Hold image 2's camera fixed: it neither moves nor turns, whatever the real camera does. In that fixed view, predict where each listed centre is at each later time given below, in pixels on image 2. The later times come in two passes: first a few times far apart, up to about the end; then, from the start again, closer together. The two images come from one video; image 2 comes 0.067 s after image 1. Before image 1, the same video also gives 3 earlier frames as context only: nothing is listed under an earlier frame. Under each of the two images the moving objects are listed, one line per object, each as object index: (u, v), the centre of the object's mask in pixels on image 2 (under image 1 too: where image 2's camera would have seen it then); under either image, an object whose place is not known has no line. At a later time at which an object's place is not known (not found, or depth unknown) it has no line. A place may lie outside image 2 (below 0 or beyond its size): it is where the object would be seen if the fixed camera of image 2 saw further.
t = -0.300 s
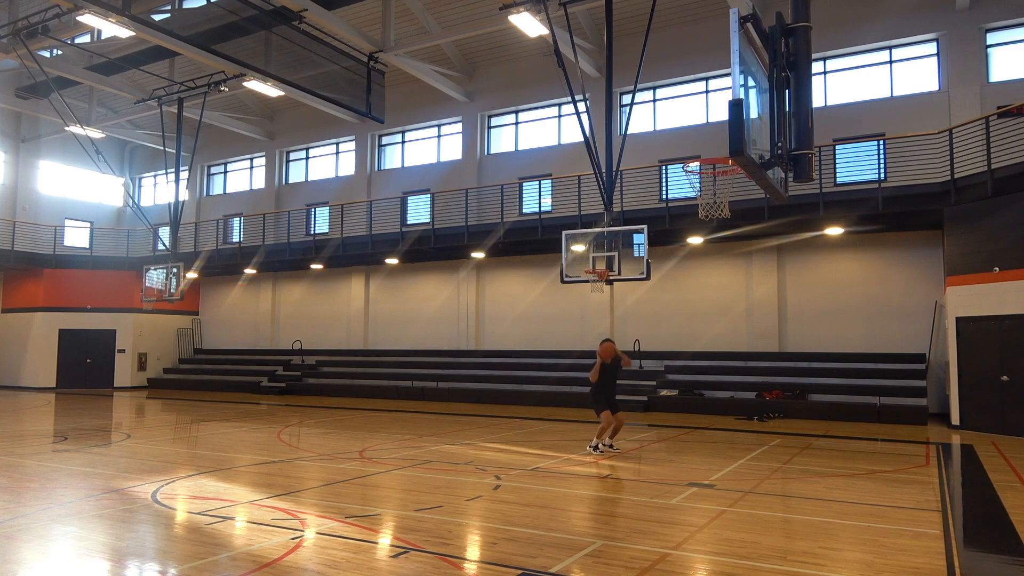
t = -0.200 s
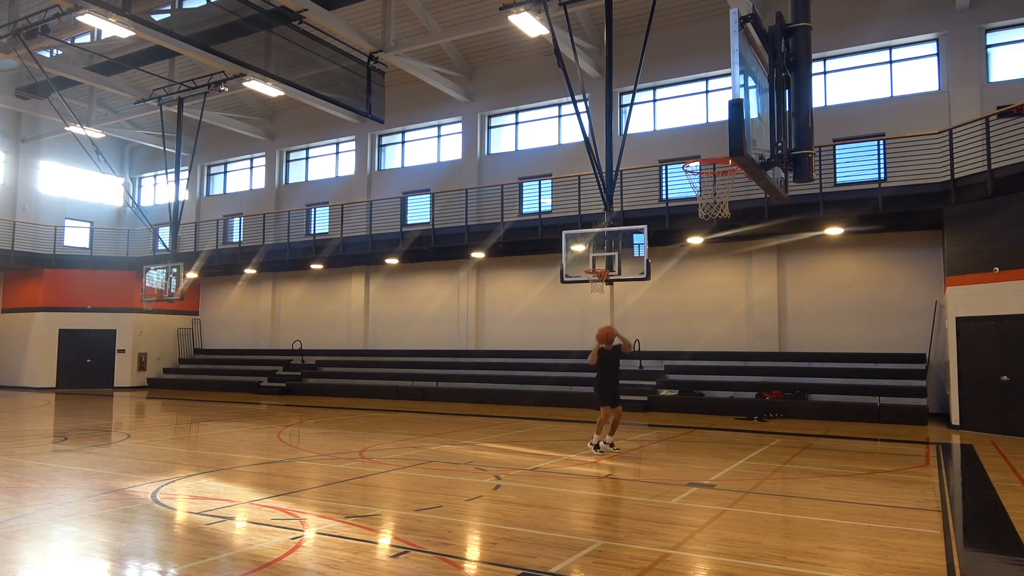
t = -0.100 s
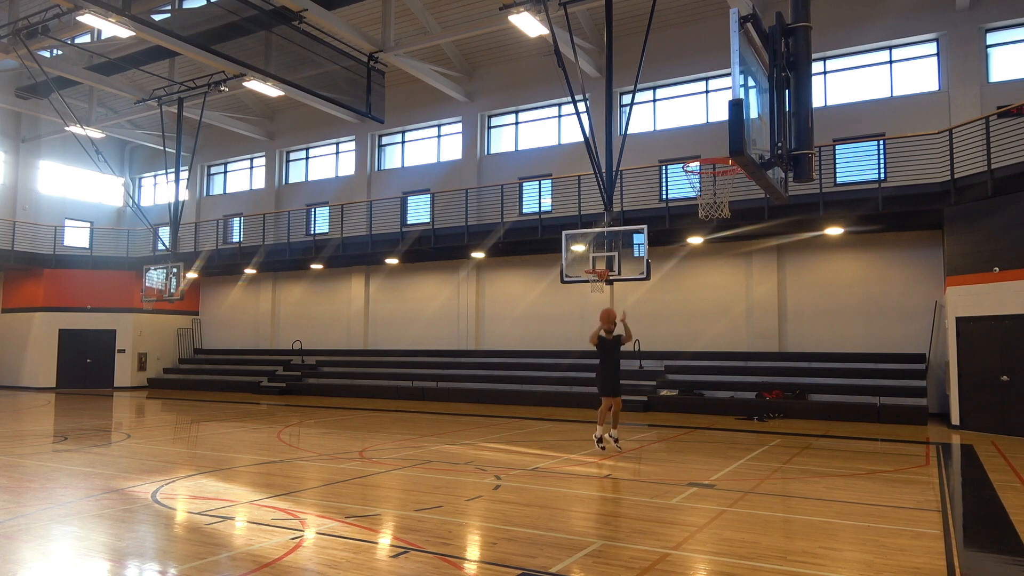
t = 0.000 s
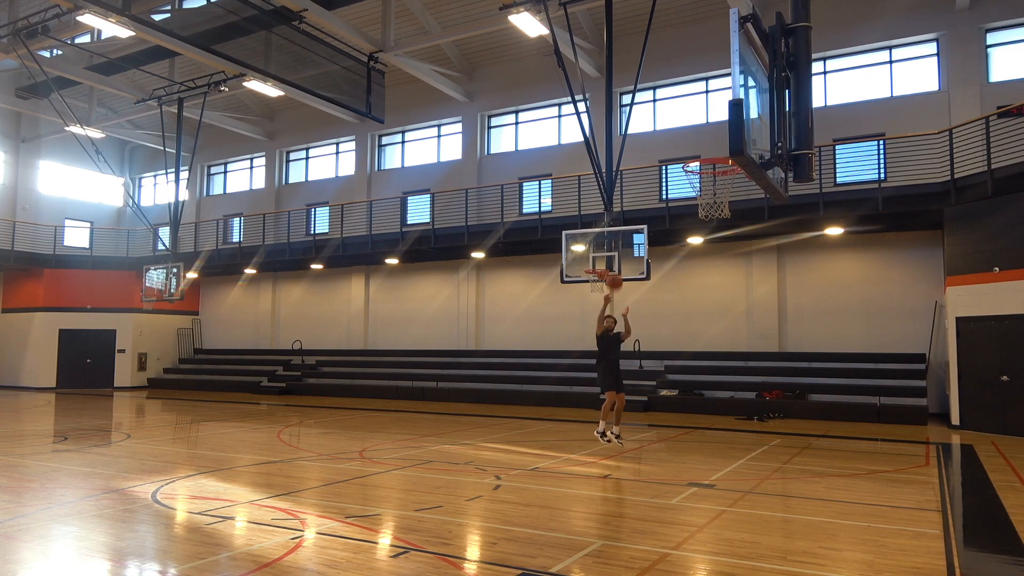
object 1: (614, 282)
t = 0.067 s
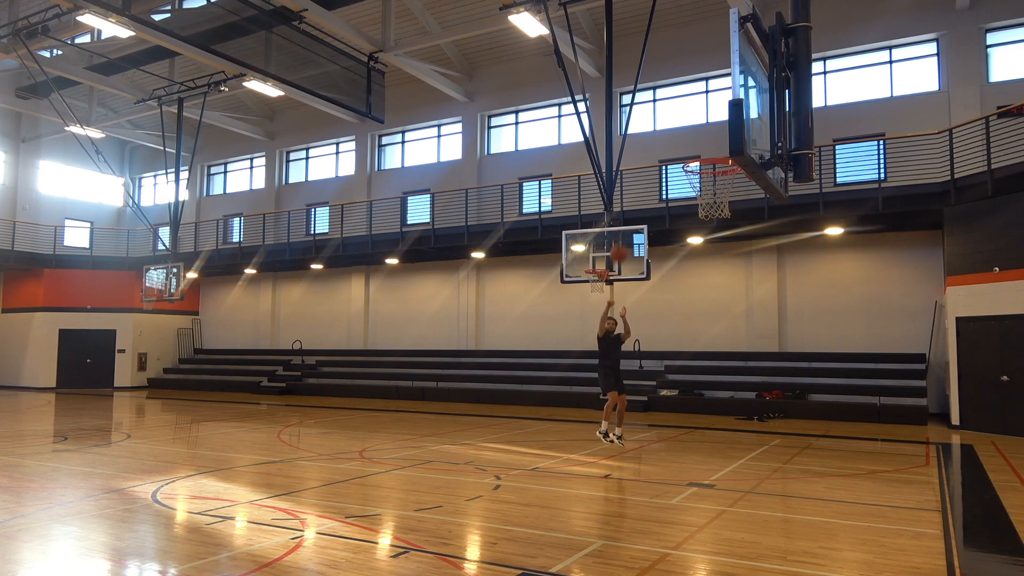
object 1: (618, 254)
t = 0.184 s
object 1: (627, 209)
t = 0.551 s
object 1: (655, 113)
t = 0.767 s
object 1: (678, 99)
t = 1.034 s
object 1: (713, 144)
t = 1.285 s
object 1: (721, 219)
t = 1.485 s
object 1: (713, 312)
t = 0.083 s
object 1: (619, 247)
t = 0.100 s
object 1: (621, 240)
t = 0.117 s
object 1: (622, 234)
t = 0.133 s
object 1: (623, 227)
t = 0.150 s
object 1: (624, 220)
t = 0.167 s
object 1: (625, 216)
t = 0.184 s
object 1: (627, 209)
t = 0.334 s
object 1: (637, 160)
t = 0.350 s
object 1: (639, 156)
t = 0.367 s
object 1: (640, 152)
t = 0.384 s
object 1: (641, 147)
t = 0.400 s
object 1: (643, 143)
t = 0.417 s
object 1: (644, 140)
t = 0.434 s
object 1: (645, 136)
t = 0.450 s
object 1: (646, 132)
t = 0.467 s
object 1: (648, 129)
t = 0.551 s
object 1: (655, 113)
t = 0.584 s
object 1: (658, 109)
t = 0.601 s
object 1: (660, 107)
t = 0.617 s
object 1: (662, 105)
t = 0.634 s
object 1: (663, 103)
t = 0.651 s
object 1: (665, 102)
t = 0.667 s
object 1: (667, 101)
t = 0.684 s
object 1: (668, 100)
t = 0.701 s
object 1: (670, 99)
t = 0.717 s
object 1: (672, 99)
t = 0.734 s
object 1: (674, 98)
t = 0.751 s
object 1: (675, 98)
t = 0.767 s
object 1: (678, 99)
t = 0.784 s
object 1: (679, 99)
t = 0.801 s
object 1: (681, 100)
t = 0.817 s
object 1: (683, 101)
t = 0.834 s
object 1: (685, 103)
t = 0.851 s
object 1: (687, 104)
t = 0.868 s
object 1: (689, 106)
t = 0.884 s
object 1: (691, 109)
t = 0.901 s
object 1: (694, 111)
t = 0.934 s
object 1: (698, 118)
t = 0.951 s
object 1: (701, 122)
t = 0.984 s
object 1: (705, 130)
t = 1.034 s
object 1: (713, 144)
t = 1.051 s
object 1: (715, 148)
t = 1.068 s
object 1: (717, 150)
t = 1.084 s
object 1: (721, 164)
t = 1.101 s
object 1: (723, 173)
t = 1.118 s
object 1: (726, 178)
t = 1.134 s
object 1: (727, 183)
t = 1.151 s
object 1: (727, 187)
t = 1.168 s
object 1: (727, 189)
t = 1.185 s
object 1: (726, 193)
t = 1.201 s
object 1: (725, 198)
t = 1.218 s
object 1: (725, 202)
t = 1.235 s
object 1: (724, 206)
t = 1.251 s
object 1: (723, 210)
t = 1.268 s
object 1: (722, 216)
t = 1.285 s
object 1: (721, 219)
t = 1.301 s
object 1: (721, 226)
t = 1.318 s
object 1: (720, 231)
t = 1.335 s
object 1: (719, 237)
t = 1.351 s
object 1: (719, 246)
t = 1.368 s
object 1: (718, 252)
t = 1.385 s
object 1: (717, 259)
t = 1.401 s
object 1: (716, 268)
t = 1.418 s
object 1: (715, 276)
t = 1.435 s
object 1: (715, 284)
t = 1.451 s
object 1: (714, 293)
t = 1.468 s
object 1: (713, 303)
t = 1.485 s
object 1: (713, 312)
